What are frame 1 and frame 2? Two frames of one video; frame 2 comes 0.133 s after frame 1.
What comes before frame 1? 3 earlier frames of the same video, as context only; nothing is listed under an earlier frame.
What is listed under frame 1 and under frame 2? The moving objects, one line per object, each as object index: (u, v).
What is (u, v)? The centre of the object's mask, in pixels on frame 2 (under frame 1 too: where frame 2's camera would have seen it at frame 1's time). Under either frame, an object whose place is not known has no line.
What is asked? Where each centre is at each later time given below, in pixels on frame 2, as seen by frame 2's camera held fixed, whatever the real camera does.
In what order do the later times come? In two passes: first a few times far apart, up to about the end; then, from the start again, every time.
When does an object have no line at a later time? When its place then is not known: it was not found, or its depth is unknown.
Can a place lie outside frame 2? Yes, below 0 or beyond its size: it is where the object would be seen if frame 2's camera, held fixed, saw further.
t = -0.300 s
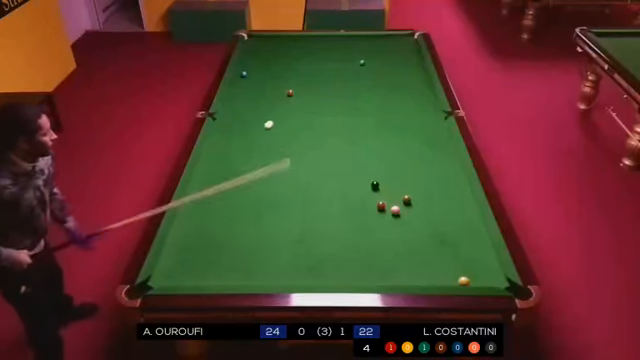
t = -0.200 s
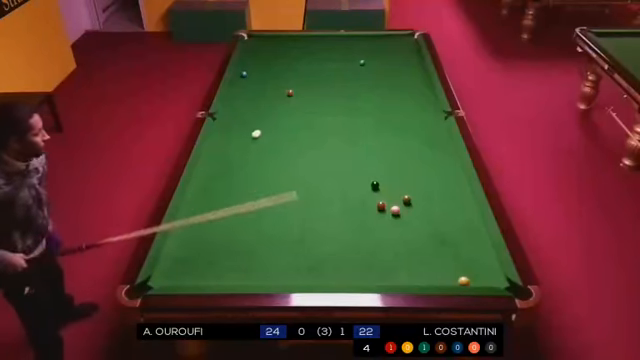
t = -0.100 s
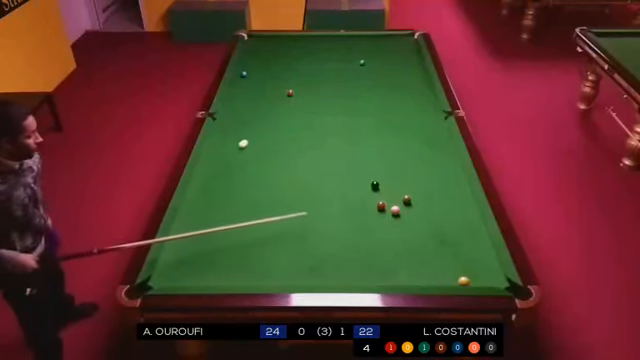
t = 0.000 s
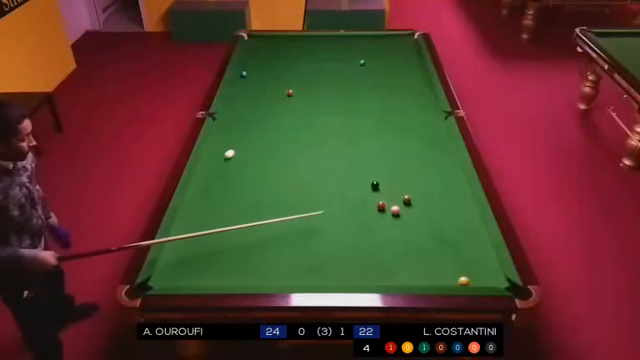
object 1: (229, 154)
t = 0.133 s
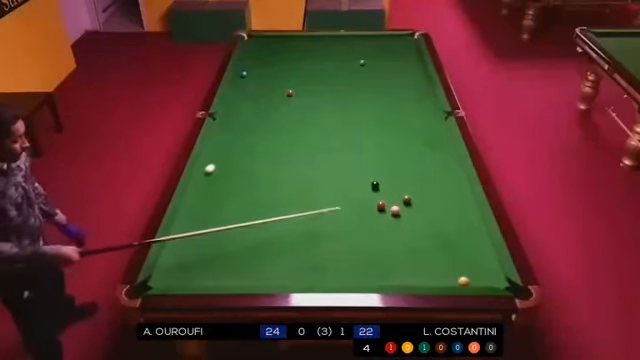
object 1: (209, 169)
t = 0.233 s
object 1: (194, 181)
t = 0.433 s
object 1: (201, 202)
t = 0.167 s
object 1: (204, 173)
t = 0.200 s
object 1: (199, 177)
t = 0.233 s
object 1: (194, 181)
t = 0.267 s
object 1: (195, 184)
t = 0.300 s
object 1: (196, 188)
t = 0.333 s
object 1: (197, 191)
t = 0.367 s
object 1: (199, 195)
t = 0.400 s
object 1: (200, 198)
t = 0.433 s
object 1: (201, 202)
